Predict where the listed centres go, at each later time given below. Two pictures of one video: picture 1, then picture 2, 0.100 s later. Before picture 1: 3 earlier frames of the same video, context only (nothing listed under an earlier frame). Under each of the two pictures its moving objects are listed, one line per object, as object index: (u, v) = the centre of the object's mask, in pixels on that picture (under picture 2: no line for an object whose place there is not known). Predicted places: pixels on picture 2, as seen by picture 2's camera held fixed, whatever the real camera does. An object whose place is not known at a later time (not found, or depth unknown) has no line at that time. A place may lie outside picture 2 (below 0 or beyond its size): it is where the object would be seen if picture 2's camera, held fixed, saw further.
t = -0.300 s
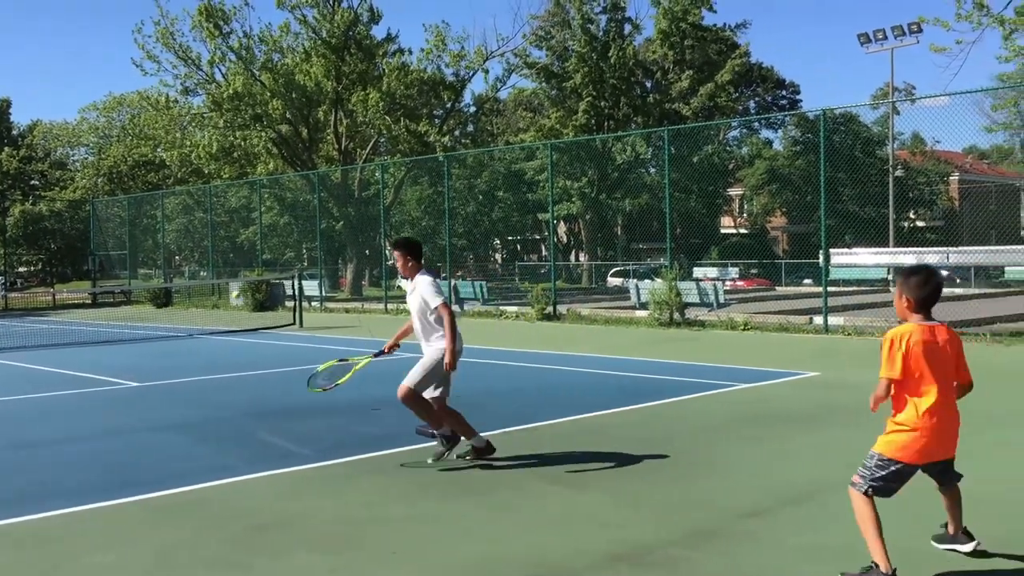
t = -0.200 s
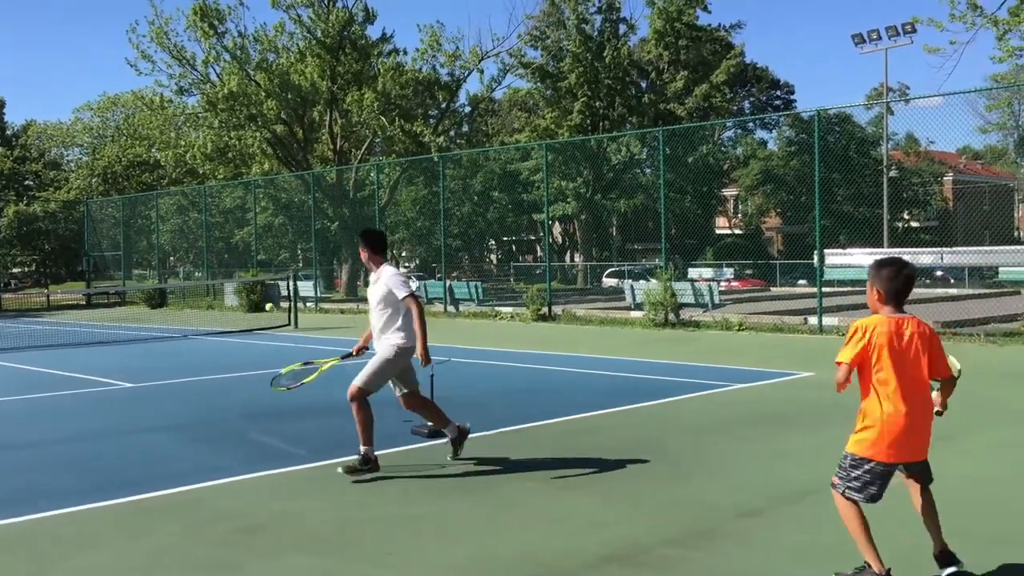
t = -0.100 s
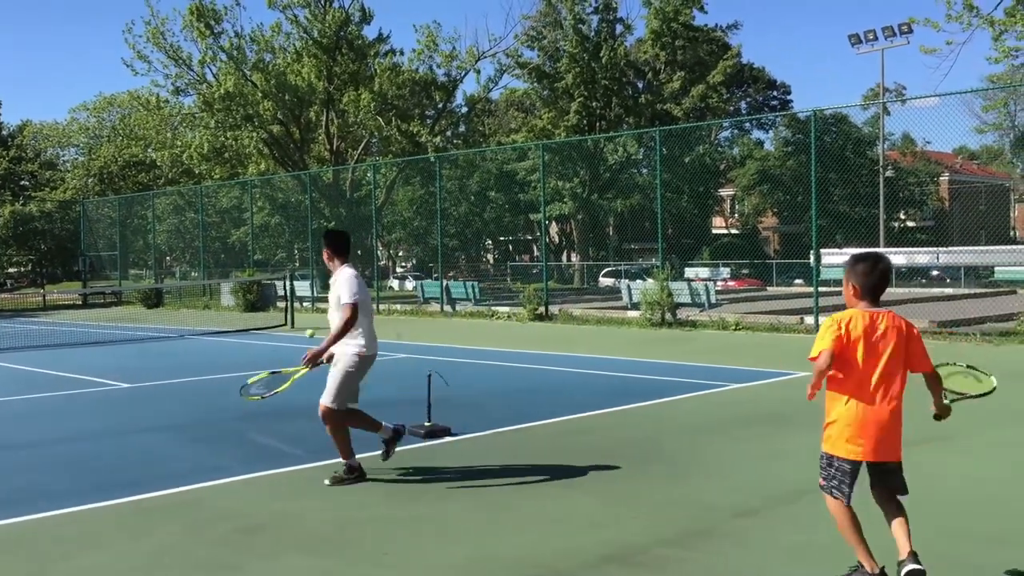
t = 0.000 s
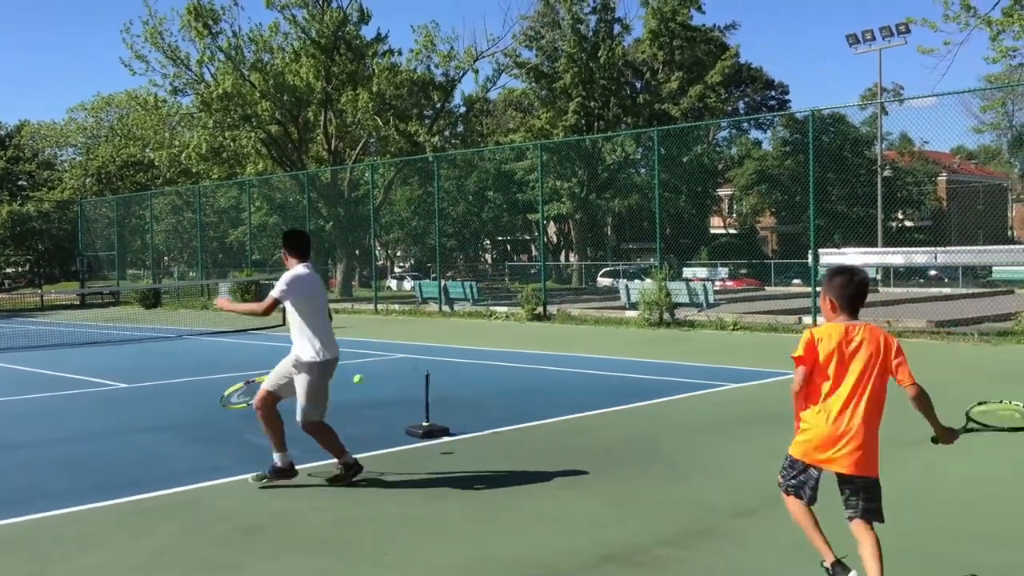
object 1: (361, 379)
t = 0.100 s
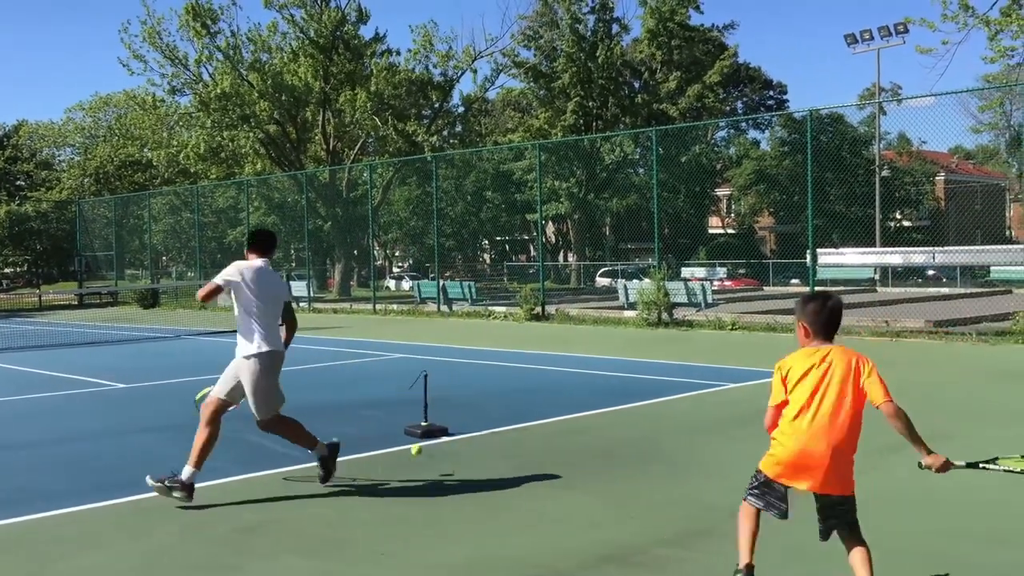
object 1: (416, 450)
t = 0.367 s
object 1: (533, 413)
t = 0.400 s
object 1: (548, 410)
